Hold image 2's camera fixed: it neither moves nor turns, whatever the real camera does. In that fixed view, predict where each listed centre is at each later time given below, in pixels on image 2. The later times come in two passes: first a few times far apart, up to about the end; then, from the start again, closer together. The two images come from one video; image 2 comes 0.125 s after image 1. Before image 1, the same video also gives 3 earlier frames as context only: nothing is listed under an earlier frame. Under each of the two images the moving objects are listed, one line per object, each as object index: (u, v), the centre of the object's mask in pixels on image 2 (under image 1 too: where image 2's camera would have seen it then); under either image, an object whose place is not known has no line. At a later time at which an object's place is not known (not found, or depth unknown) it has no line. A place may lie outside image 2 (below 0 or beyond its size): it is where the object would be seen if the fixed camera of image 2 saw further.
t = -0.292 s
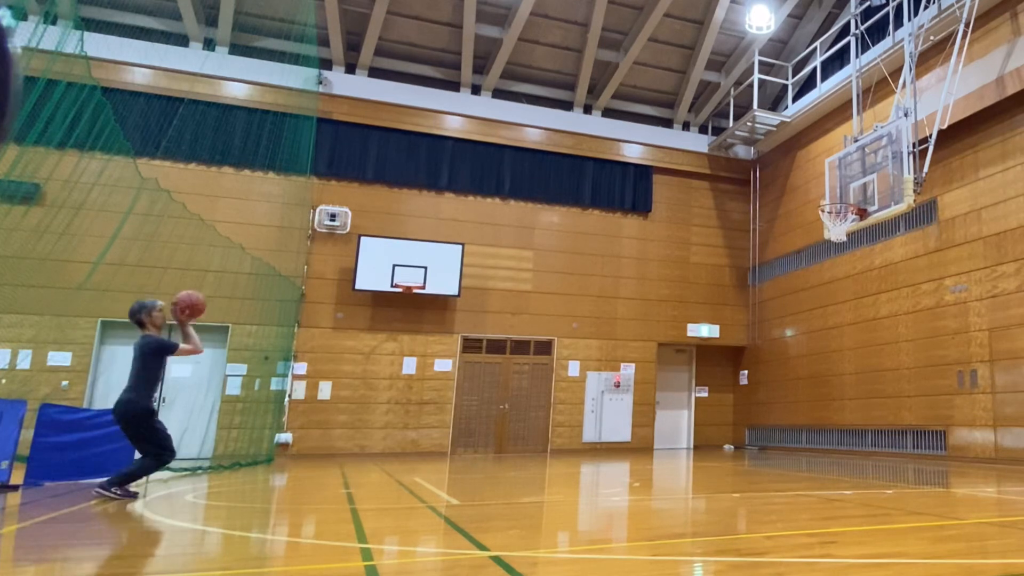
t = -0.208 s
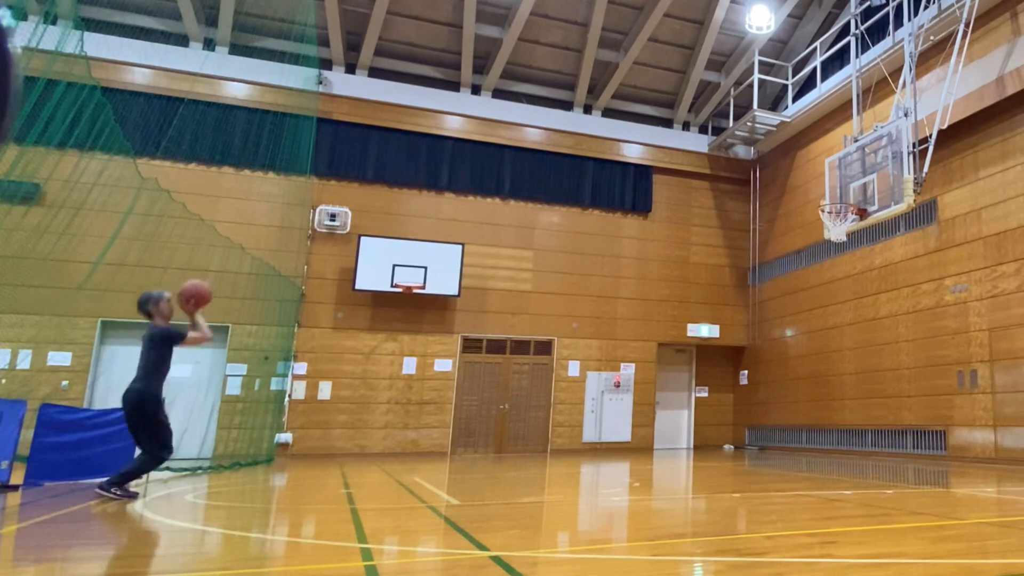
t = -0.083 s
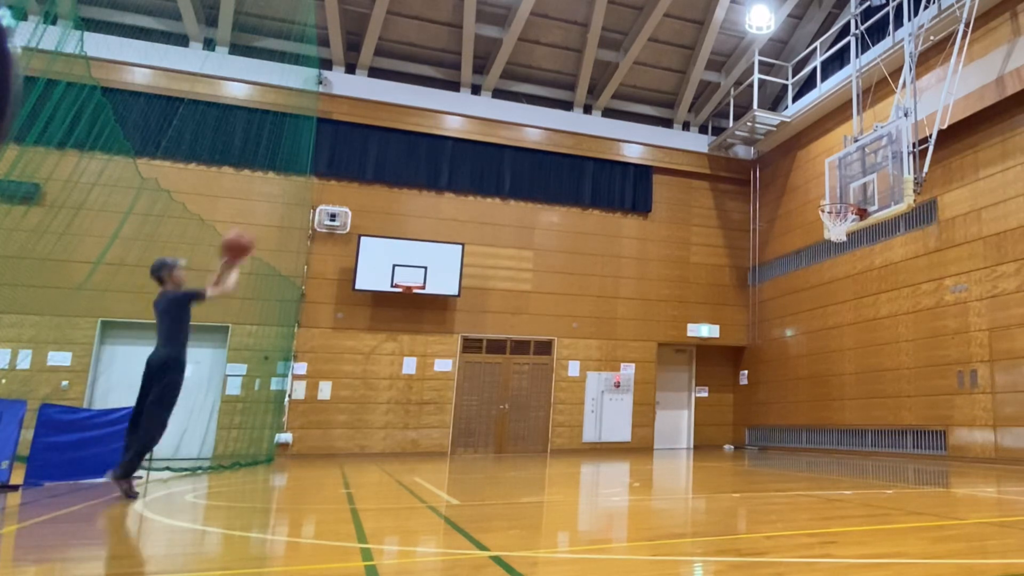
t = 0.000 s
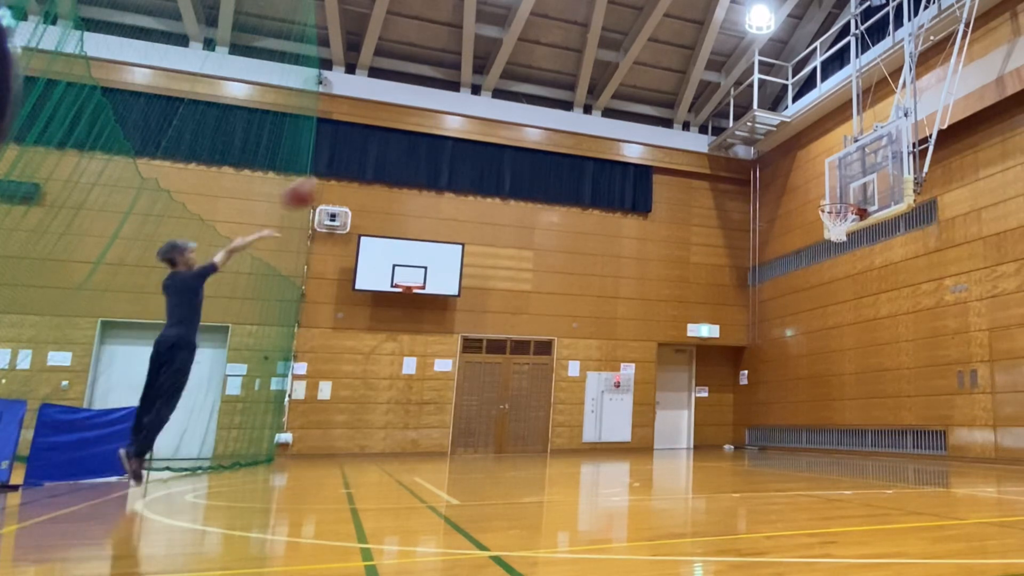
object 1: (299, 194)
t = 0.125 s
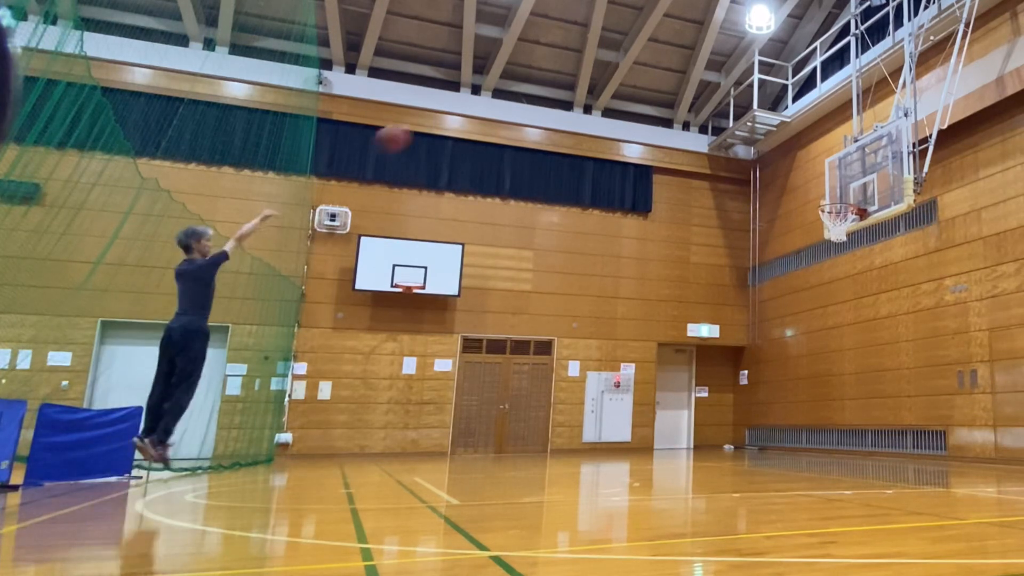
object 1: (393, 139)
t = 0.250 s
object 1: (476, 102)
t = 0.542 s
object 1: (632, 83)
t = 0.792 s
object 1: (741, 121)
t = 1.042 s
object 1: (834, 197)
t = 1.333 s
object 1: (816, 265)
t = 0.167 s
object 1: (423, 123)
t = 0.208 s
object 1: (449, 112)
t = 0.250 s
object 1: (476, 102)
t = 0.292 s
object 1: (501, 95)
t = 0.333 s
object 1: (524, 89)
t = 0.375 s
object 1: (548, 83)
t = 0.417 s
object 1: (568, 81)
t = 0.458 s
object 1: (591, 80)
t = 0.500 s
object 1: (611, 80)
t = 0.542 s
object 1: (632, 83)
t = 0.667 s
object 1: (687, 95)
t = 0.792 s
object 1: (741, 121)
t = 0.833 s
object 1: (757, 131)
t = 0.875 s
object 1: (774, 143)
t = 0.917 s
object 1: (788, 152)
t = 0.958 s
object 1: (804, 168)
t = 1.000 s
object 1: (819, 184)
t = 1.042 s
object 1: (834, 197)
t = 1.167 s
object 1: (836, 232)
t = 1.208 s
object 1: (832, 239)
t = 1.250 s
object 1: (827, 246)
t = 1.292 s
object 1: (821, 254)
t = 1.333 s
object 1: (816, 265)
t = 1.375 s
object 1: (811, 277)
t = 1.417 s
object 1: (807, 289)
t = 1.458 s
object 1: (801, 303)
